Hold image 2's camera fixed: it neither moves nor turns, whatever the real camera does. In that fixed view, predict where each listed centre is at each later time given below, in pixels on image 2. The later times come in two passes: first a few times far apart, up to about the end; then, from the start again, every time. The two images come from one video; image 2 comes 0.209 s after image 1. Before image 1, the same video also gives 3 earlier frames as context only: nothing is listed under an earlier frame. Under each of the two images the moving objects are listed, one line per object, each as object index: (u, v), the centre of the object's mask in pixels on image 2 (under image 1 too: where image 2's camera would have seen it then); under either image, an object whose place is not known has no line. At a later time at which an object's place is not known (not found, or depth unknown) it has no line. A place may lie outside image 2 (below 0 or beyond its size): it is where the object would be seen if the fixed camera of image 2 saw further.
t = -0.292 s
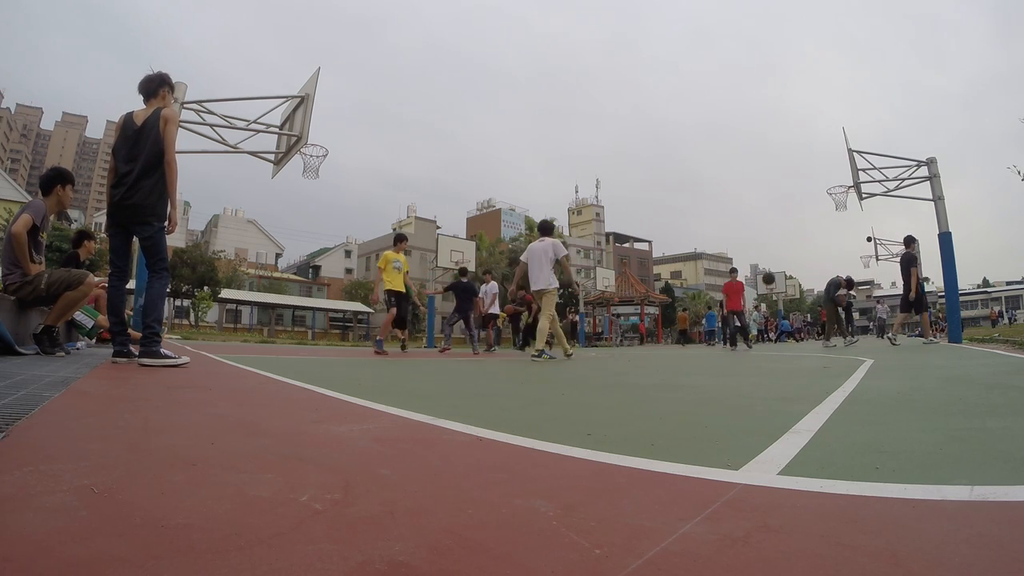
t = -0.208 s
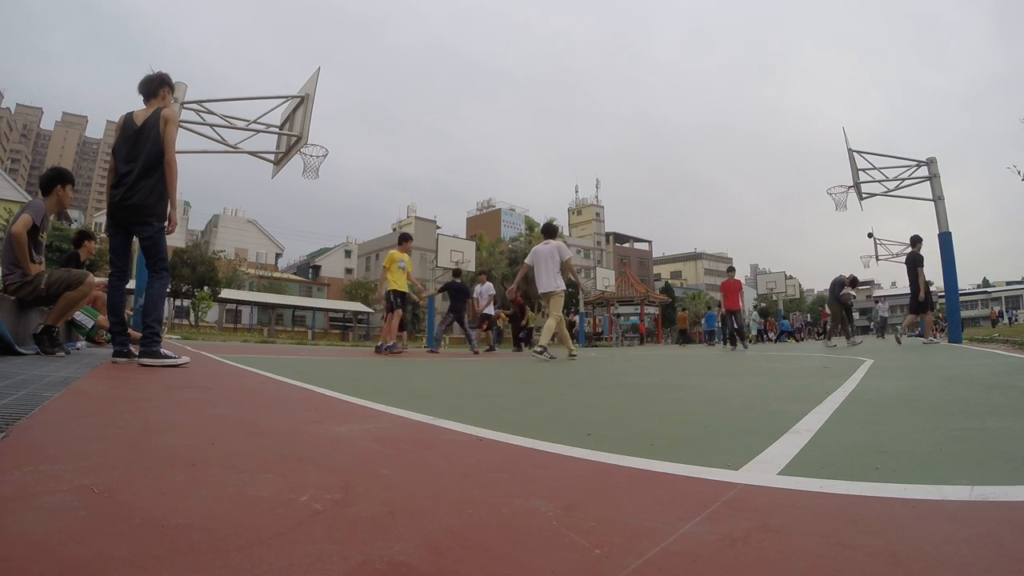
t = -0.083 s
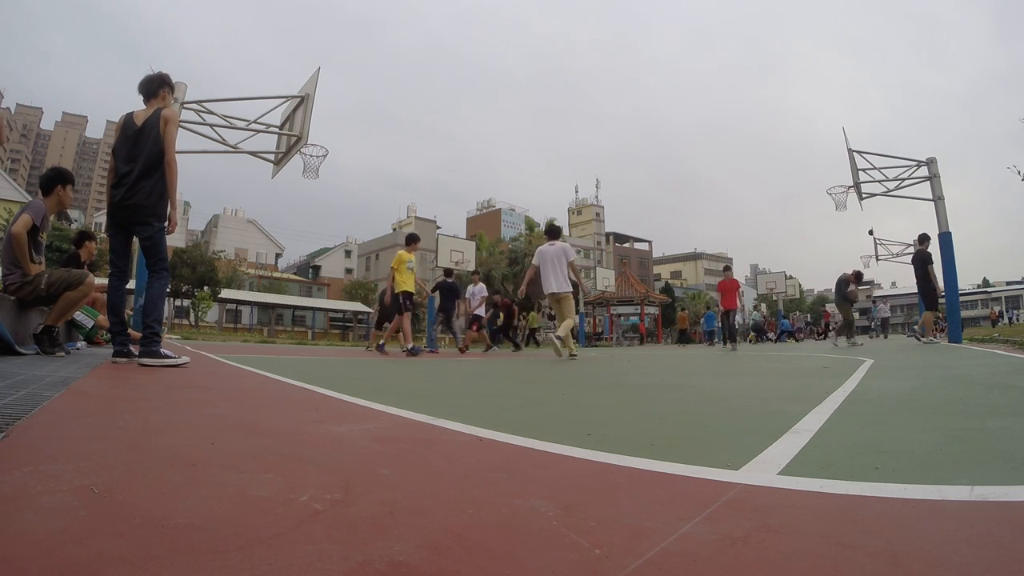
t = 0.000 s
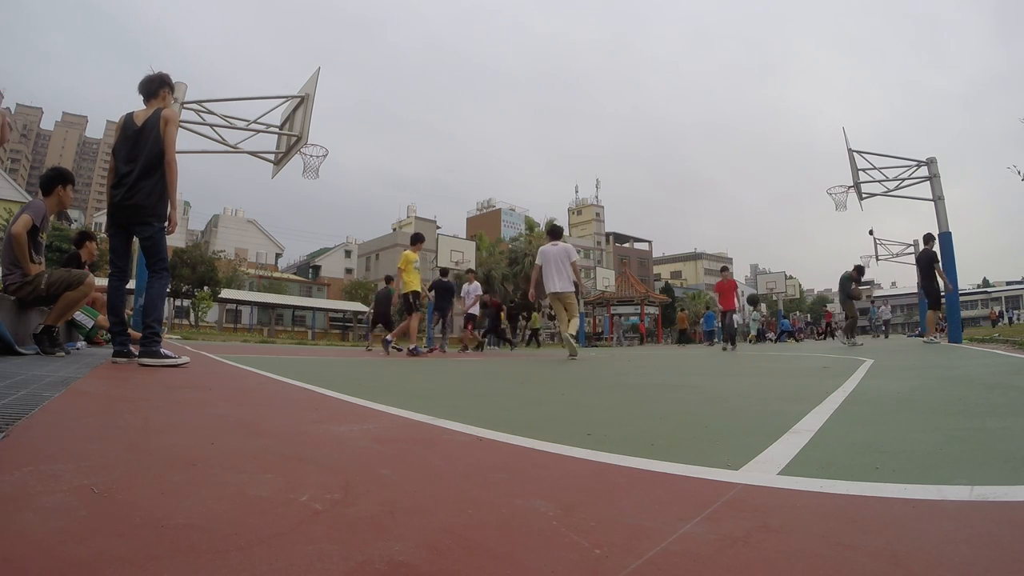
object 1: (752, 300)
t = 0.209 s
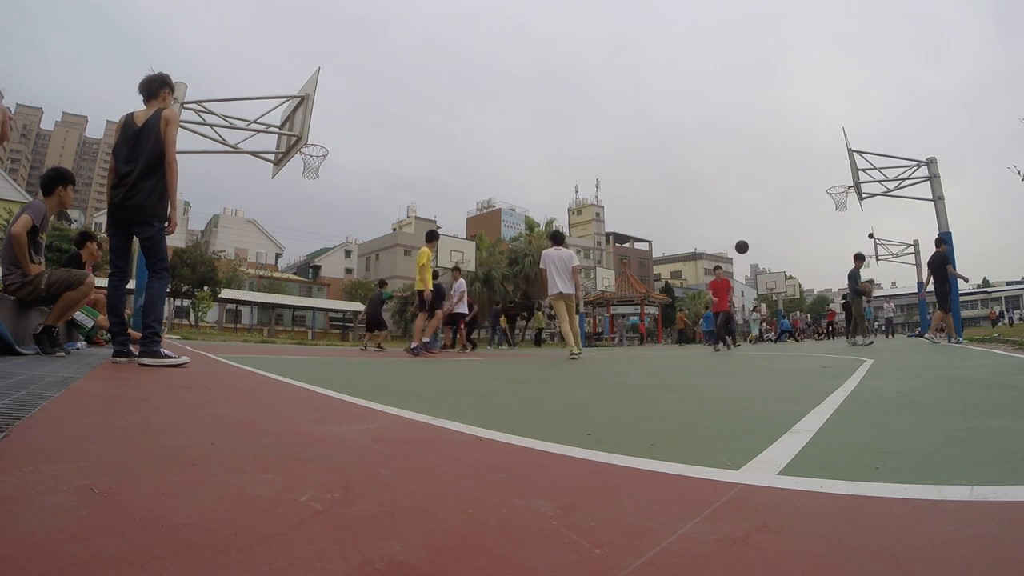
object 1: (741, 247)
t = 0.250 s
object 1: (739, 239)
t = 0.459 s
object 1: (729, 215)
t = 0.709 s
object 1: (720, 218)
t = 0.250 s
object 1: (739, 239)
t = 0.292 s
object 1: (737, 233)
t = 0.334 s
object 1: (735, 226)
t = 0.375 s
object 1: (733, 222)
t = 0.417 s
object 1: (731, 218)
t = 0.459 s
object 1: (729, 215)
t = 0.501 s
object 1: (728, 213)
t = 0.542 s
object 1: (726, 212)
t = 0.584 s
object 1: (724, 212)
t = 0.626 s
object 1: (722, 213)
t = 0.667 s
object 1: (721, 215)
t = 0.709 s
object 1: (720, 218)
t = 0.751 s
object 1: (718, 223)
